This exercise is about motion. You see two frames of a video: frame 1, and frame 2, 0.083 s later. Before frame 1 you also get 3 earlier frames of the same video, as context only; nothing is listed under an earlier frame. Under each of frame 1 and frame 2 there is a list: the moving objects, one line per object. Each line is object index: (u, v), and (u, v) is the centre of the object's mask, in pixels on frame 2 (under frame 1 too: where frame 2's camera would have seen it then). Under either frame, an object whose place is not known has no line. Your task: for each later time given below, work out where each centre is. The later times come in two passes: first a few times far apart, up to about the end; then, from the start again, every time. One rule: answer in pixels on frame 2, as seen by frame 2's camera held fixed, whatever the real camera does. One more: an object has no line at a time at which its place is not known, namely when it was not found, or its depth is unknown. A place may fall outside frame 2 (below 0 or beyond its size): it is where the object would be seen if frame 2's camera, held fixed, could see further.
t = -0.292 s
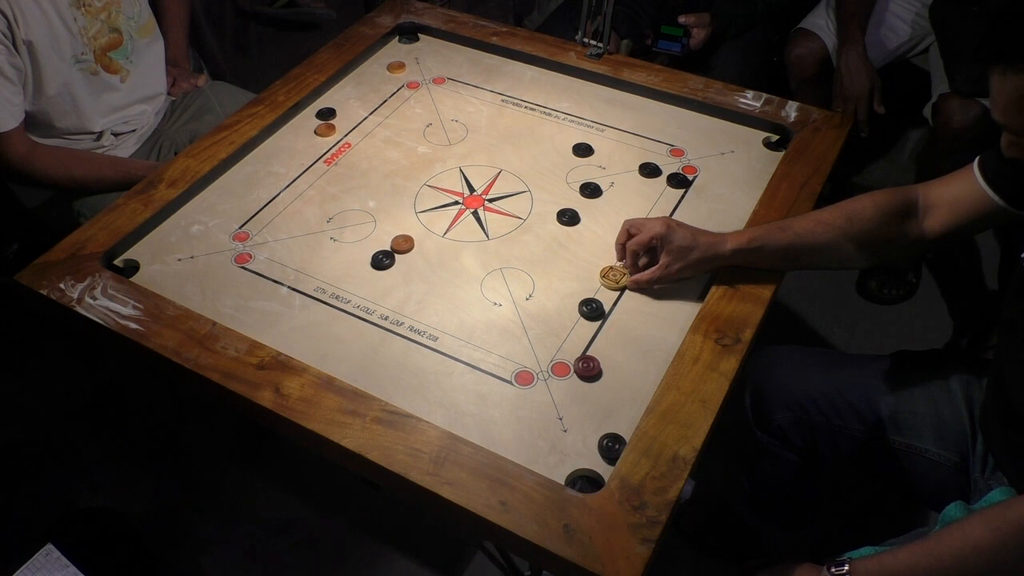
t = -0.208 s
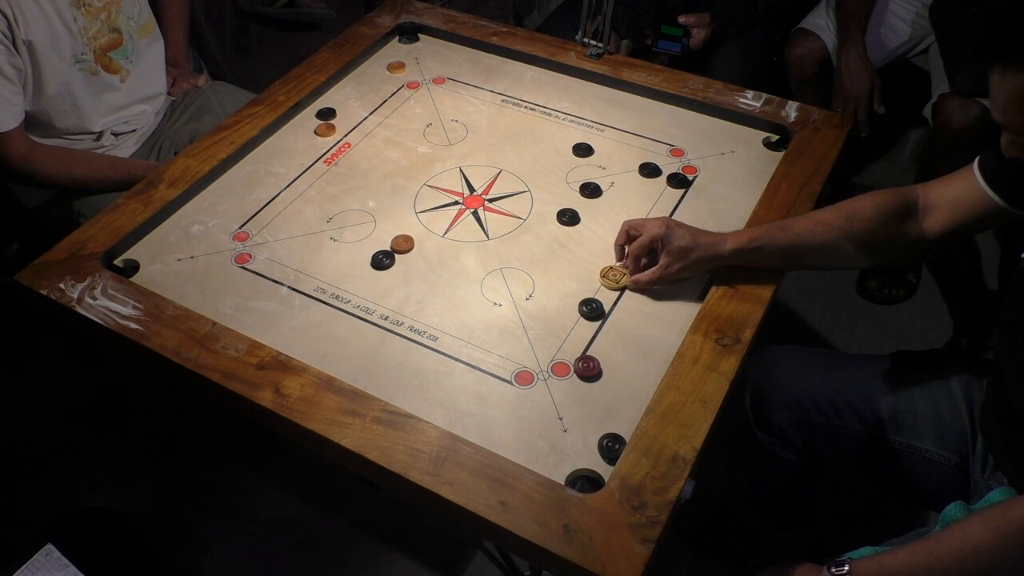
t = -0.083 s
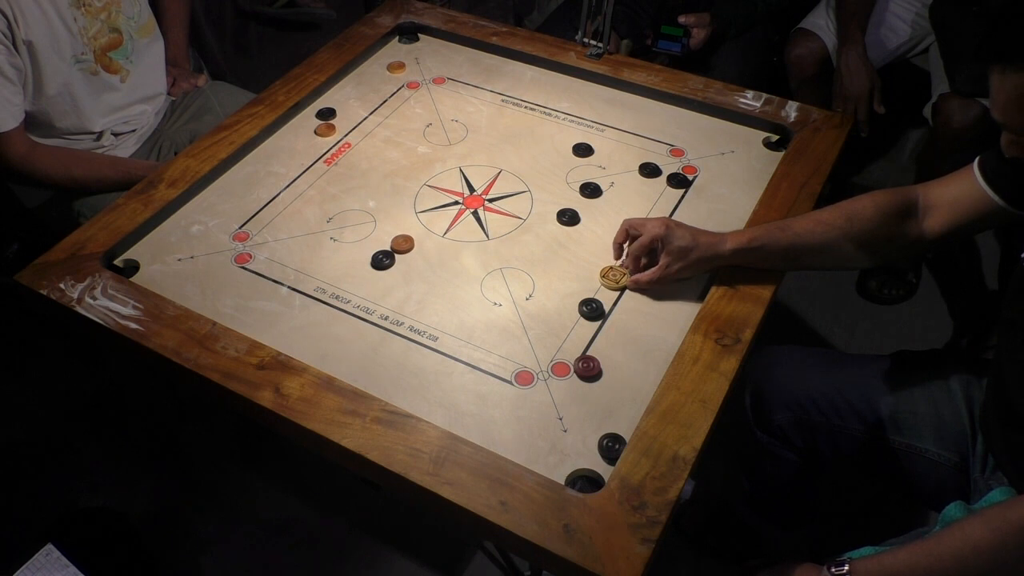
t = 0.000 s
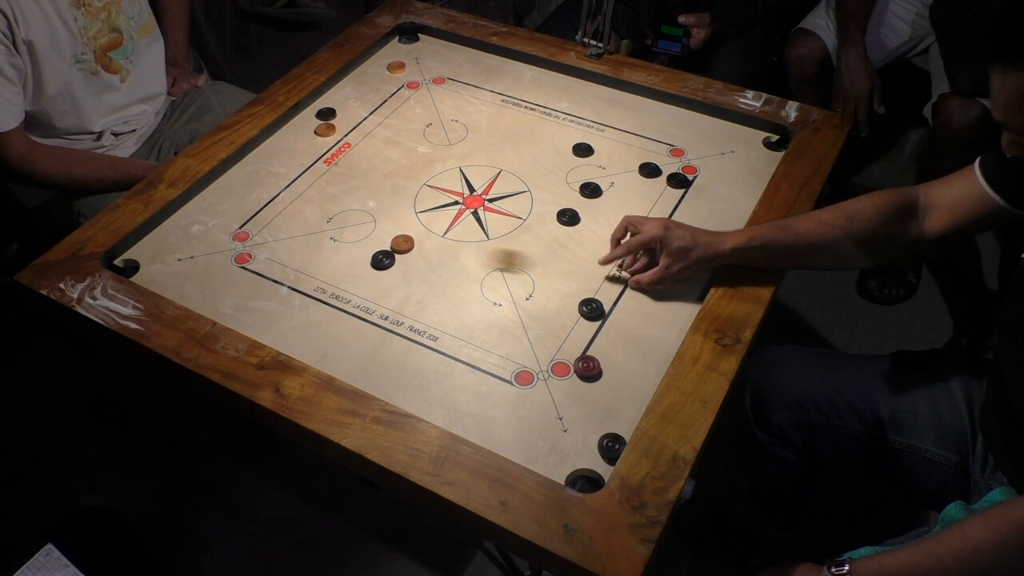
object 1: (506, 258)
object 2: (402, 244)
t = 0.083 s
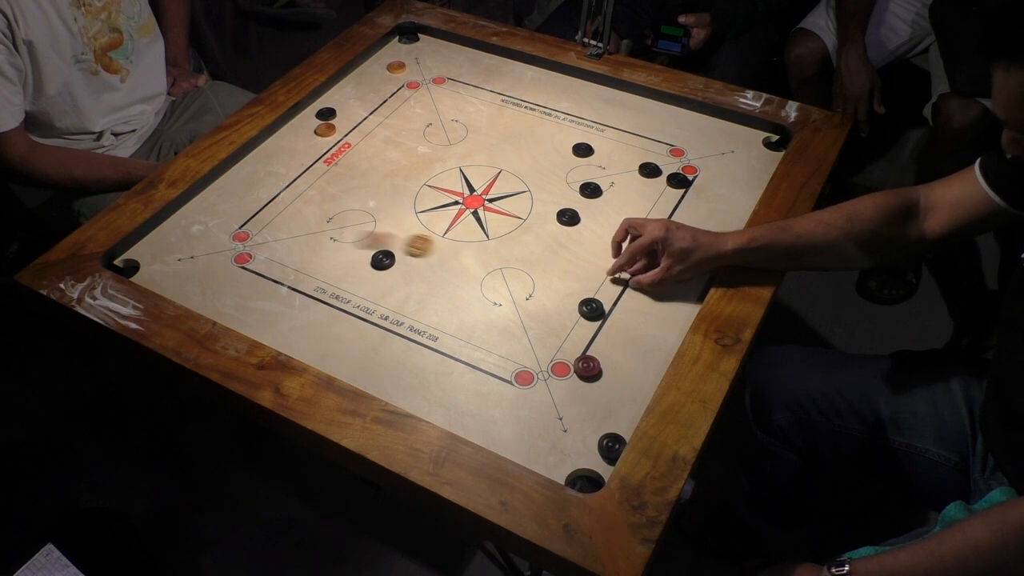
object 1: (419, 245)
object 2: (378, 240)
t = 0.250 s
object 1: (337, 228)
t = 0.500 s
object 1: (249, 210)
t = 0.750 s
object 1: (204, 201)
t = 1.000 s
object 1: (209, 203)
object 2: (530, 411)
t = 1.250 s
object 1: (209, 203)
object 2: (502, 388)
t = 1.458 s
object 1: (209, 203)
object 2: (501, 387)
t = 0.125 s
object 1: (397, 241)
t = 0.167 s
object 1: (375, 236)
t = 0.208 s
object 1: (356, 232)
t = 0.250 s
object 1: (337, 228)
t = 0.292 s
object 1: (319, 225)
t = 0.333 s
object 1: (303, 221)
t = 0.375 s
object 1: (288, 218)
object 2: (280, 296)
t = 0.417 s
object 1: (275, 215)
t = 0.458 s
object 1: (263, 212)
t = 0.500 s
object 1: (249, 210)
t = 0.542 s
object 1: (239, 208)
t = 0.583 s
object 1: (229, 206)
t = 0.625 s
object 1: (221, 204)
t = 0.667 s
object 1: (214, 203)
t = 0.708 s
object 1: (207, 201)
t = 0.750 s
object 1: (204, 201)
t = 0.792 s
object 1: (206, 202)
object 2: (588, 467)
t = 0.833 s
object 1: (208, 203)
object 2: (589, 460)
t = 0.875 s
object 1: (209, 203)
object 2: (574, 450)
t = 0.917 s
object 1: (209, 203)
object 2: (561, 439)
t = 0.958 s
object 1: (209, 203)
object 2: (549, 429)
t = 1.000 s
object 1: (209, 203)
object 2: (530, 411)
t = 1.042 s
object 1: (209, 203)
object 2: (522, 405)
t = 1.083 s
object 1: (209, 203)
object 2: (516, 399)
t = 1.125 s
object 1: (209, 203)
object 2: (511, 395)
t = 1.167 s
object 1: (209, 203)
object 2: (507, 391)
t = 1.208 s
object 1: (209, 203)
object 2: (504, 389)
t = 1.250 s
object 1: (209, 203)
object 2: (502, 388)
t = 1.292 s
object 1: (209, 203)
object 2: (501, 387)
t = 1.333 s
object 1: (209, 203)
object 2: (501, 387)
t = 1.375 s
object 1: (209, 203)
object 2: (501, 387)
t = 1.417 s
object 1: (209, 203)
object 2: (501, 387)
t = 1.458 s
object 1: (209, 203)
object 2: (501, 387)
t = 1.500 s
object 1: (209, 203)
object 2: (501, 387)
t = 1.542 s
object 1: (208, 203)
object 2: (501, 387)
